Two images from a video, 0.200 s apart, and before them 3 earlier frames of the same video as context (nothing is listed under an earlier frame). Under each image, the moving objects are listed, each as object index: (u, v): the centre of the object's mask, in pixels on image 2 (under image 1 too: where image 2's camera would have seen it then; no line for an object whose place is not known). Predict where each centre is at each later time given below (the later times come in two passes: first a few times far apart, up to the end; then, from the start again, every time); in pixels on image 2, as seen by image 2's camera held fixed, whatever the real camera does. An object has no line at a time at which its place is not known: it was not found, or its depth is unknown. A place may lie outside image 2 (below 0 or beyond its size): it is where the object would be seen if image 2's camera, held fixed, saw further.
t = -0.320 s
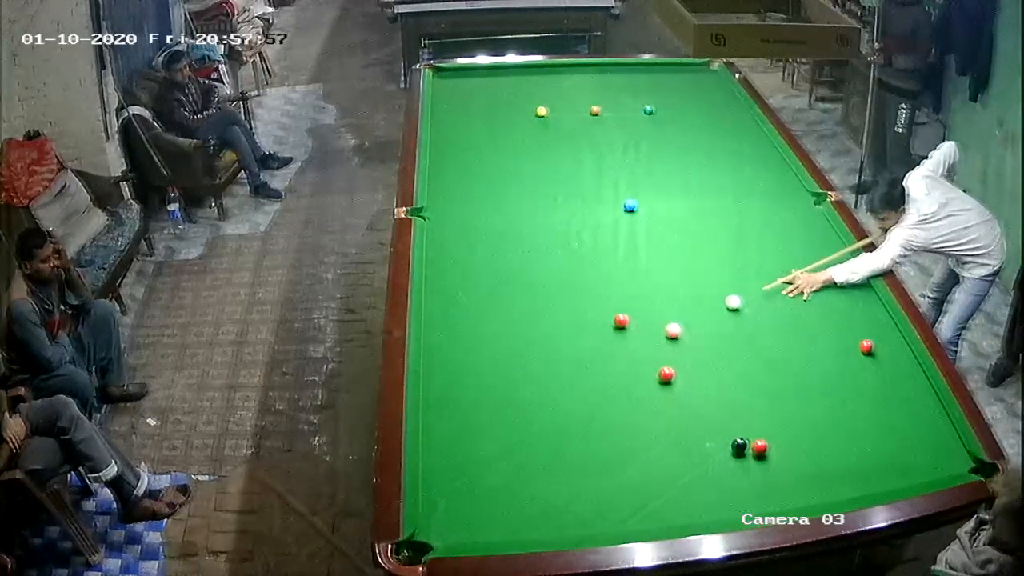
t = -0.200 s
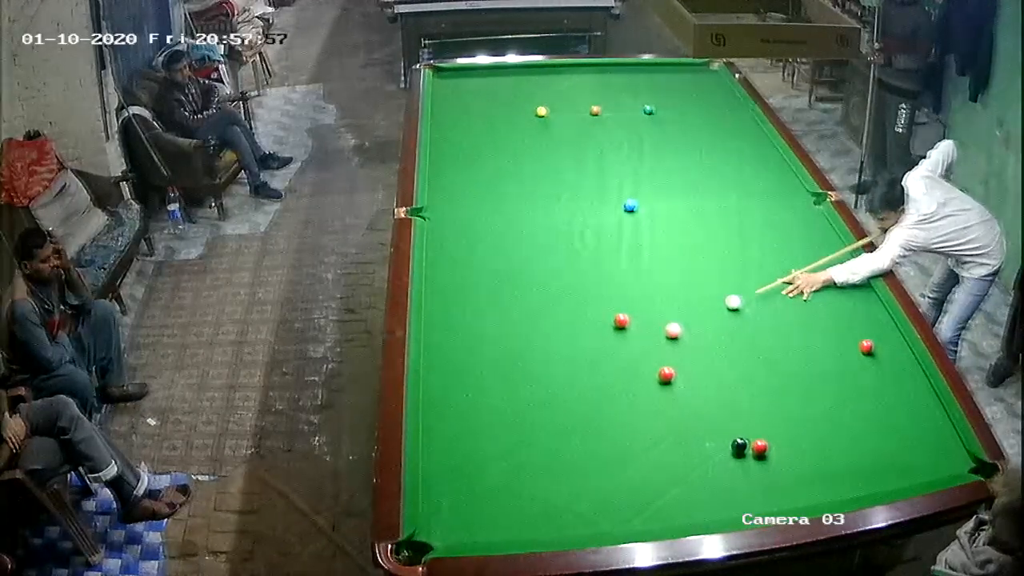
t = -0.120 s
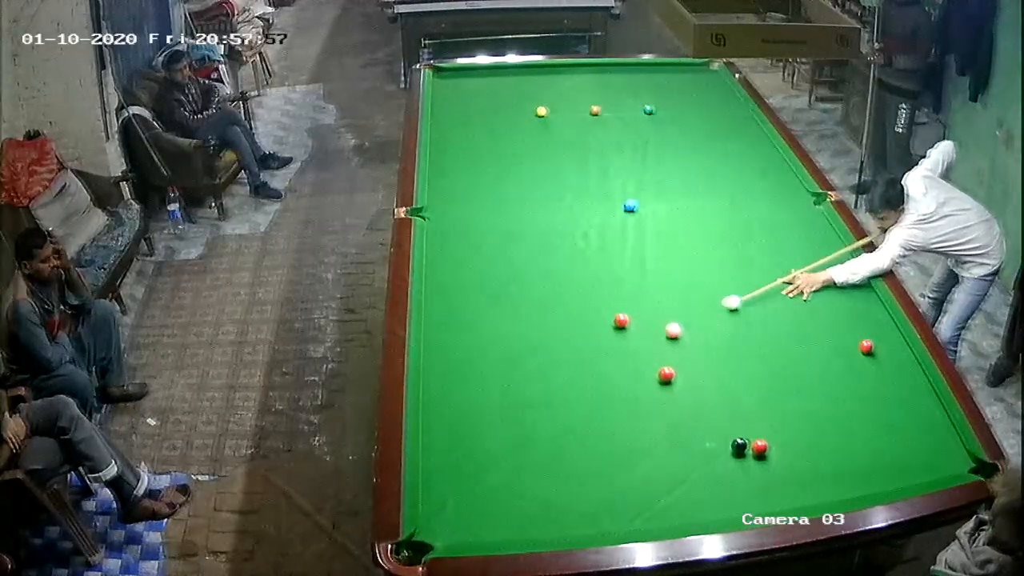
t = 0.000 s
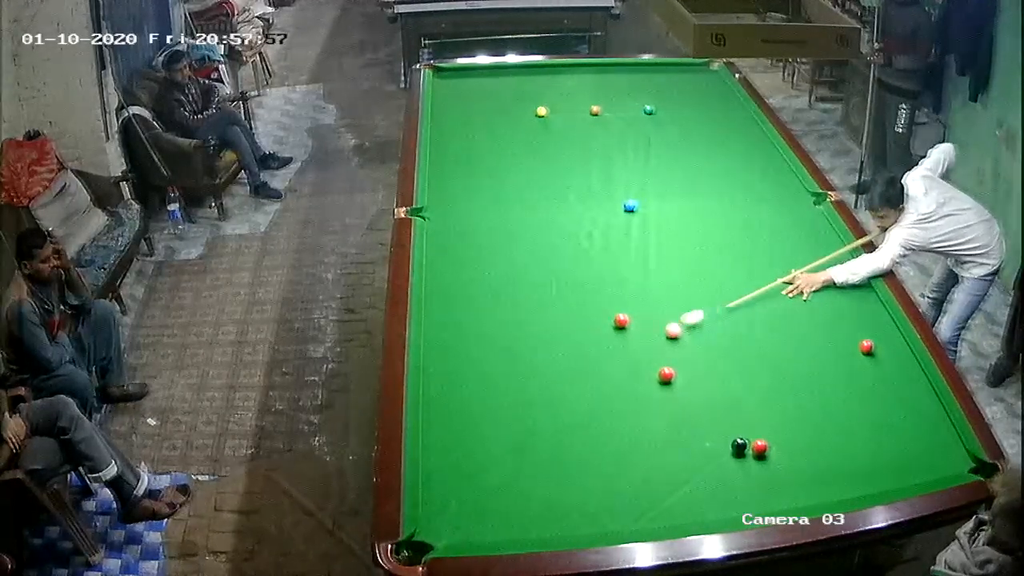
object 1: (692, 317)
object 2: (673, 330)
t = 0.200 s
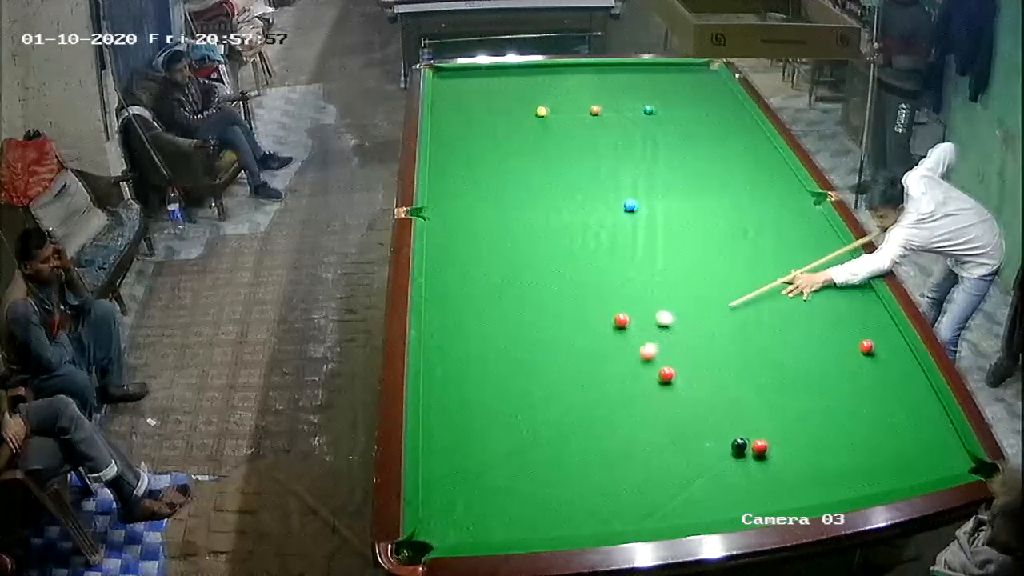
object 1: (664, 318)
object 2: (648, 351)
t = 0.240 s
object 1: (660, 318)
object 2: (643, 356)
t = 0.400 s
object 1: (645, 314)
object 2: (620, 375)
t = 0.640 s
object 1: (624, 307)
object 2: (585, 404)
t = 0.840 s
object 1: (607, 304)
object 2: (555, 429)
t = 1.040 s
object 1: (592, 301)
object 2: (524, 453)
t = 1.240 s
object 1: (579, 297)
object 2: (493, 478)
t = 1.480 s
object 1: (564, 294)
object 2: (454, 508)
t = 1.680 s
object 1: (552, 291)
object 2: (428, 531)
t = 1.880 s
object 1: (542, 289)
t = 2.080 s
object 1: (533, 287)
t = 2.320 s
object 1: (524, 286)
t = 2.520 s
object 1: (518, 284)
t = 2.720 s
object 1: (513, 283)
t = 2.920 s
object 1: (509, 282)
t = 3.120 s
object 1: (507, 282)
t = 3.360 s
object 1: (505, 281)
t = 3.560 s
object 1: (505, 281)
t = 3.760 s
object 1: (505, 281)
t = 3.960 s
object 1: (505, 281)
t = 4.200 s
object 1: (505, 281)
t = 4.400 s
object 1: (505, 281)
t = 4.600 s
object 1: (505, 281)
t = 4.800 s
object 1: (505, 281)
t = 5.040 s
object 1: (505, 281)
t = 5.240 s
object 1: (506, 281)
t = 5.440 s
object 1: (506, 281)
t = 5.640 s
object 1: (506, 281)
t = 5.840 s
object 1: (506, 281)
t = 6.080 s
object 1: (506, 281)
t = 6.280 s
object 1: (506, 281)
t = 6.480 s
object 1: (506, 281)
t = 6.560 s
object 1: (506, 281)
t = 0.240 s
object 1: (660, 318)
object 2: (643, 356)
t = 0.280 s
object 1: (657, 317)
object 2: (637, 361)
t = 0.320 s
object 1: (652, 316)
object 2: (632, 365)
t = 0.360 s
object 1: (648, 315)
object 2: (626, 370)
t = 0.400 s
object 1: (645, 314)
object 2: (620, 375)
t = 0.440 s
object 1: (641, 313)
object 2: (615, 379)
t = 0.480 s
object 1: (638, 312)
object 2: (609, 384)
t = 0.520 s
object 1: (635, 311)
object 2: (603, 389)
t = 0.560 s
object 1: (631, 310)
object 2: (597, 394)
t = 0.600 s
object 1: (628, 308)
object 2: (591, 399)
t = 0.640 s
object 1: (624, 307)
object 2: (585, 404)
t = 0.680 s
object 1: (621, 307)
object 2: (579, 409)
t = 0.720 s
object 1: (617, 306)
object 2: (573, 414)
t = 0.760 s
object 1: (614, 306)
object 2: (567, 418)
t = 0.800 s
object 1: (610, 305)
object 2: (561, 424)
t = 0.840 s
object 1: (607, 304)
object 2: (555, 429)
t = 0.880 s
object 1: (604, 303)
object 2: (548, 433)
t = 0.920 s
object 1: (601, 303)
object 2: (542, 438)
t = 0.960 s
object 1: (598, 302)
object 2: (536, 443)
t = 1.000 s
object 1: (595, 302)
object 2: (530, 448)
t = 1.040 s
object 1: (592, 301)
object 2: (524, 453)
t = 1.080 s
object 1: (590, 300)
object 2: (518, 458)
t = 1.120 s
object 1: (587, 299)
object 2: (512, 463)
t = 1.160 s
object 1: (584, 299)
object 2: (506, 468)
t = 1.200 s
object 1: (581, 298)
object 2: (499, 473)
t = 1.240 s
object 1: (579, 297)
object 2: (493, 478)
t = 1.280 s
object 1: (576, 297)
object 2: (486, 483)
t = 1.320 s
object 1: (573, 296)
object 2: (480, 488)
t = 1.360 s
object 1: (571, 296)
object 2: (474, 493)
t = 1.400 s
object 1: (568, 295)
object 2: (467, 498)
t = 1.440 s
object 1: (566, 295)
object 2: (460, 502)
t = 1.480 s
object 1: (564, 294)
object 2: (454, 508)
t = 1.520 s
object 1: (561, 293)
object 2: (448, 512)
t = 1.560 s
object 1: (559, 293)
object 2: (442, 517)
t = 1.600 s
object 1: (557, 292)
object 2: (435, 522)
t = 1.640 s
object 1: (554, 292)
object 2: (430, 527)
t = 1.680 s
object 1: (552, 291)
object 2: (428, 531)
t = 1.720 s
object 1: (550, 291)
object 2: (428, 535)
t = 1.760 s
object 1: (548, 290)
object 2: (428, 540)
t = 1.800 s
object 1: (546, 290)
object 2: (427, 546)
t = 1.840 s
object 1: (544, 290)
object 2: (424, 553)
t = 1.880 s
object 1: (542, 289)
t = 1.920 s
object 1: (540, 289)
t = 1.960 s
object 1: (539, 289)
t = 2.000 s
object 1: (537, 288)
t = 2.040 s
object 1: (535, 288)
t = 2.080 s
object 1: (533, 287)
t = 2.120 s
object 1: (532, 287)
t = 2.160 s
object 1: (530, 287)
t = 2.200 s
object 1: (529, 286)
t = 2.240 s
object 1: (527, 286)
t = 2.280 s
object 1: (526, 286)
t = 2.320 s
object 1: (524, 286)
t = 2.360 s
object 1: (523, 285)
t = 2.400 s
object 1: (522, 285)
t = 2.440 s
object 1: (520, 285)
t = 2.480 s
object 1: (519, 284)
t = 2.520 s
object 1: (518, 284)
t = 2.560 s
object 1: (517, 284)
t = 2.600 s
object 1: (516, 283)
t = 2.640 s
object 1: (515, 283)
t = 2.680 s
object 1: (514, 283)
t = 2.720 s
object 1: (513, 283)
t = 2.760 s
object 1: (512, 283)
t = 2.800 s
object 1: (511, 282)
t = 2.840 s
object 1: (511, 282)
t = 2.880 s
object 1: (510, 282)
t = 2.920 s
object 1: (509, 282)
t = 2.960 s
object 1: (508, 282)
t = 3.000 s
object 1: (508, 282)
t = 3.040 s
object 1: (507, 282)
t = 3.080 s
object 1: (507, 282)
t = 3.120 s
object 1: (507, 282)
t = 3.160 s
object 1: (506, 281)
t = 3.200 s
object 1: (506, 281)
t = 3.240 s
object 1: (505, 281)
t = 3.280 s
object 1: (505, 281)
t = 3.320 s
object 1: (505, 281)
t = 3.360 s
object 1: (505, 281)
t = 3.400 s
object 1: (505, 281)
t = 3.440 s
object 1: (505, 281)
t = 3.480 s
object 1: (505, 281)
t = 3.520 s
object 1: (505, 281)
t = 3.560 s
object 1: (505, 281)
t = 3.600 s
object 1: (505, 281)
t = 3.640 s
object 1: (505, 281)
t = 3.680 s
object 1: (505, 281)
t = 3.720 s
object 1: (505, 281)
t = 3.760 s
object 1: (505, 281)
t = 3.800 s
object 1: (505, 281)
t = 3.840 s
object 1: (505, 281)
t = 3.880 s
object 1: (505, 281)
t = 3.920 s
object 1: (505, 281)
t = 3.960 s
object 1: (505, 281)
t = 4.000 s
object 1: (505, 281)
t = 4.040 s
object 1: (505, 281)
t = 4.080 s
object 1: (505, 281)
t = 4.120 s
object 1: (505, 281)
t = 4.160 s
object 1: (505, 281)
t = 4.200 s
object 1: (505, 281)
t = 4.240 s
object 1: (505, 281)
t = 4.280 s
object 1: (505, 281)
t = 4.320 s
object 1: (505, 281)
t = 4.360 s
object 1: (505, 281)
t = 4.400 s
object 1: (505, 281)
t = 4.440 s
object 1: (505, 281)
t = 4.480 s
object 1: (505, 281)
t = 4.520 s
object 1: (505, 281)
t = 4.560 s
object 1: (505, 281)
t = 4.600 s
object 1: (505, 281)
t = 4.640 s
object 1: (505, 281)
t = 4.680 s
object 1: (505, 281)
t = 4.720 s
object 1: (506, 281)
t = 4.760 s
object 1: (505, 281)
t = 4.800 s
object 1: (505, 281)
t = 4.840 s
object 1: (505, 281)
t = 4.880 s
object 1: (505, 281)
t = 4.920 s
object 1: (505, 281)
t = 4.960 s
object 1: (505, 281)
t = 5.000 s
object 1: (505, 281)
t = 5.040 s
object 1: (505, 281)
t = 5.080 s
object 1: (506, 281)
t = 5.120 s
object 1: (505, 281)
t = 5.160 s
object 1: (505, 281)
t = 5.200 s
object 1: (506, 281)
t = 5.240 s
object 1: (506, 281)
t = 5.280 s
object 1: (506, 281)
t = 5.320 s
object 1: (506, 281)
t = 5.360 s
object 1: (506, 281)
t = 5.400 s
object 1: (506, 281)
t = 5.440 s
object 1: (506, 281)
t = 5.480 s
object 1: (506, 281)
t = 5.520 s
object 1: (506, 281)
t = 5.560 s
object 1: (506, 281)
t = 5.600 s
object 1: (506, 281)
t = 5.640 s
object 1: (506, 281)
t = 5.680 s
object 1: (506, 281)
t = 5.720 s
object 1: (506, 281)
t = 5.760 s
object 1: (506, 281)
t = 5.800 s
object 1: (506, 281)
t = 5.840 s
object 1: (506, 281)
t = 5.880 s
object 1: (506, 281)
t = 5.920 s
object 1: (506, 281)
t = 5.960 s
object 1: (506, 281)
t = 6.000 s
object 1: (506, 281)
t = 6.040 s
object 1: (506, 281)
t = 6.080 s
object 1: (506, 281)
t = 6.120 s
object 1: (506, 281)
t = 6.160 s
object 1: (506, 281)
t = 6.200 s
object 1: (506, 281)
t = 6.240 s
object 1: (506, 281)
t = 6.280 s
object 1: (506, 281)
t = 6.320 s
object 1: (506, 281)
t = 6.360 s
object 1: (506, 281)
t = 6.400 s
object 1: (506, 281)
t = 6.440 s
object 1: (506, 281)
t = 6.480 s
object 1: (506, 281)
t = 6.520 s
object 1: (506, 281)
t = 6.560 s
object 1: (506, 281)
